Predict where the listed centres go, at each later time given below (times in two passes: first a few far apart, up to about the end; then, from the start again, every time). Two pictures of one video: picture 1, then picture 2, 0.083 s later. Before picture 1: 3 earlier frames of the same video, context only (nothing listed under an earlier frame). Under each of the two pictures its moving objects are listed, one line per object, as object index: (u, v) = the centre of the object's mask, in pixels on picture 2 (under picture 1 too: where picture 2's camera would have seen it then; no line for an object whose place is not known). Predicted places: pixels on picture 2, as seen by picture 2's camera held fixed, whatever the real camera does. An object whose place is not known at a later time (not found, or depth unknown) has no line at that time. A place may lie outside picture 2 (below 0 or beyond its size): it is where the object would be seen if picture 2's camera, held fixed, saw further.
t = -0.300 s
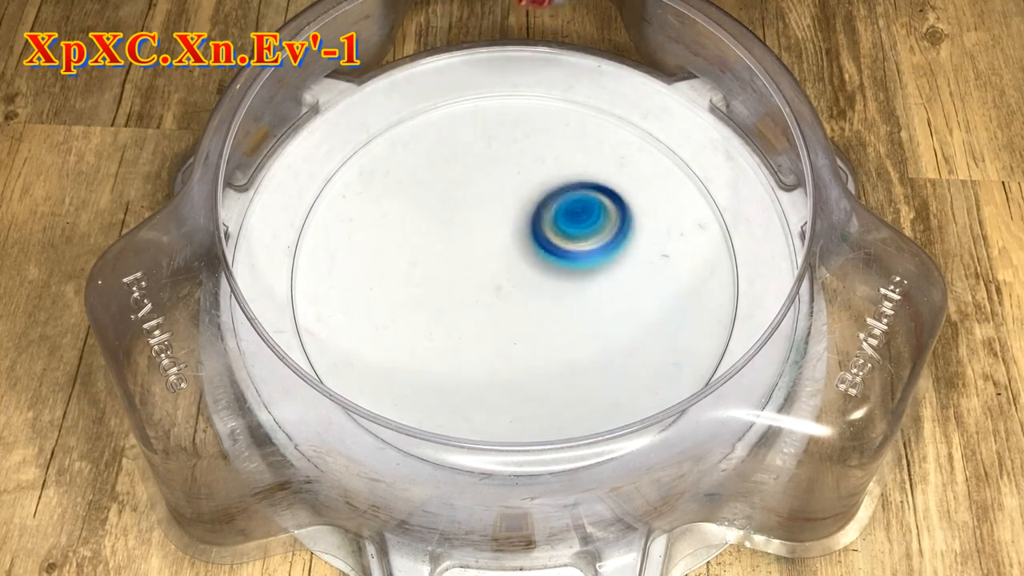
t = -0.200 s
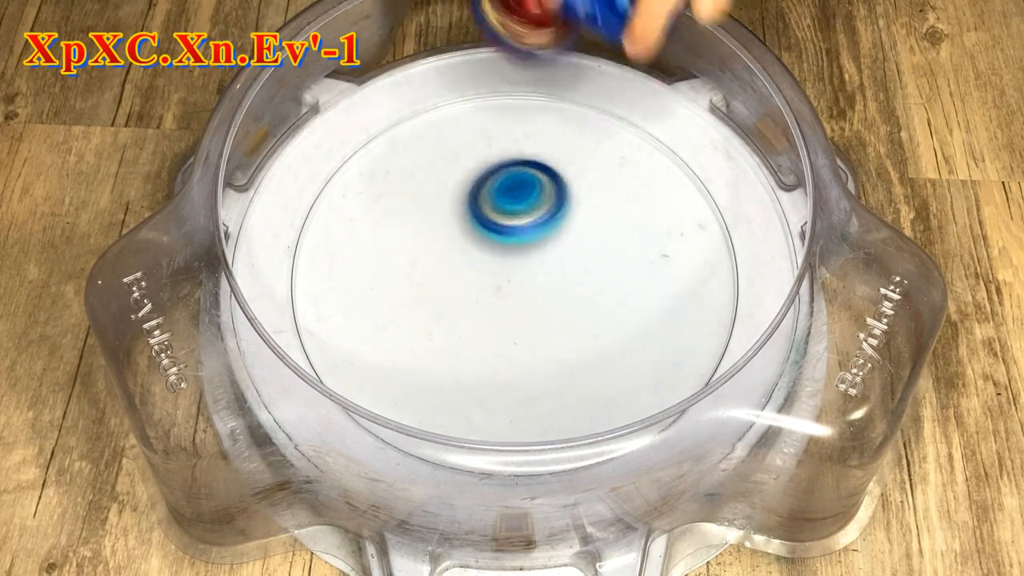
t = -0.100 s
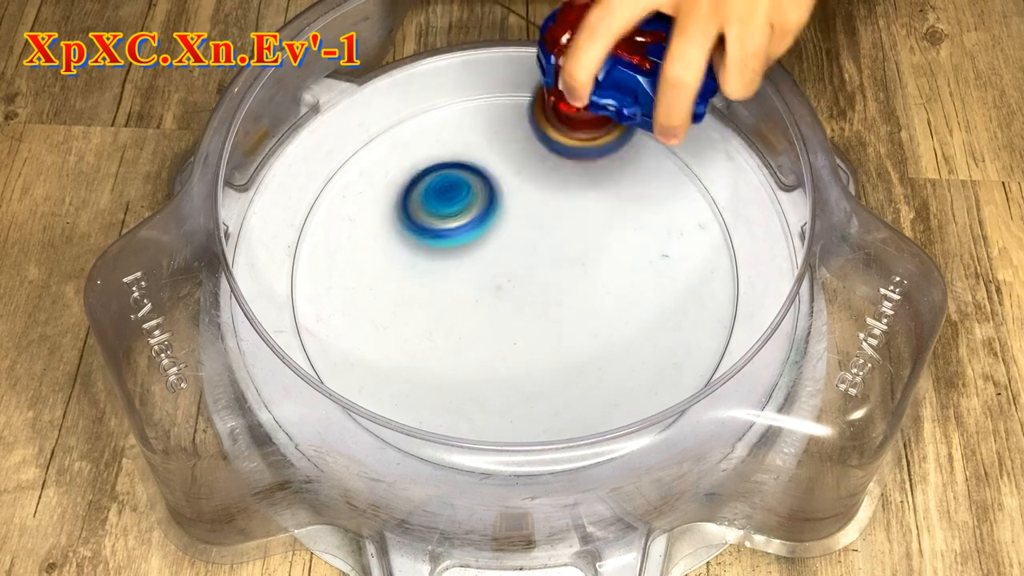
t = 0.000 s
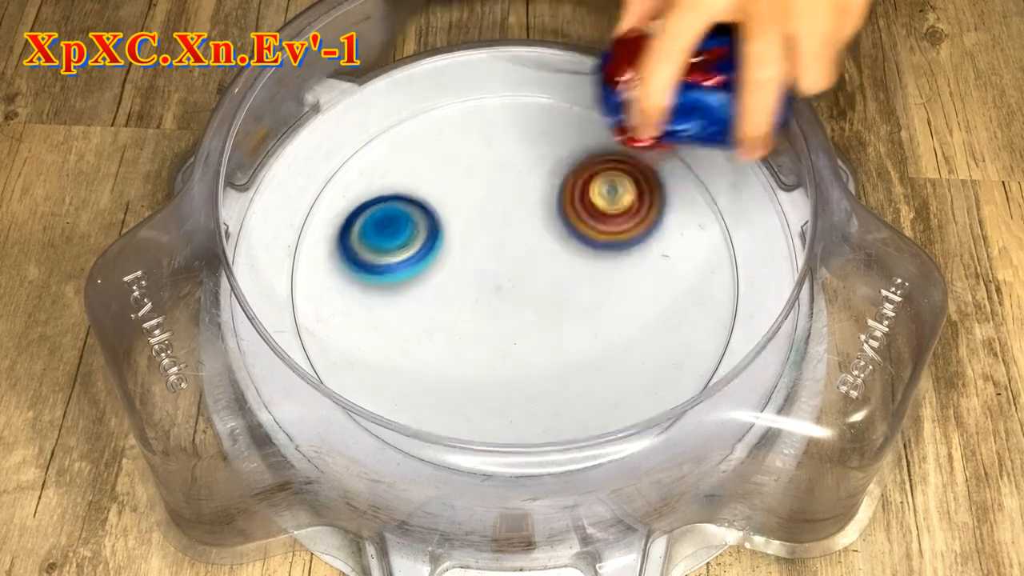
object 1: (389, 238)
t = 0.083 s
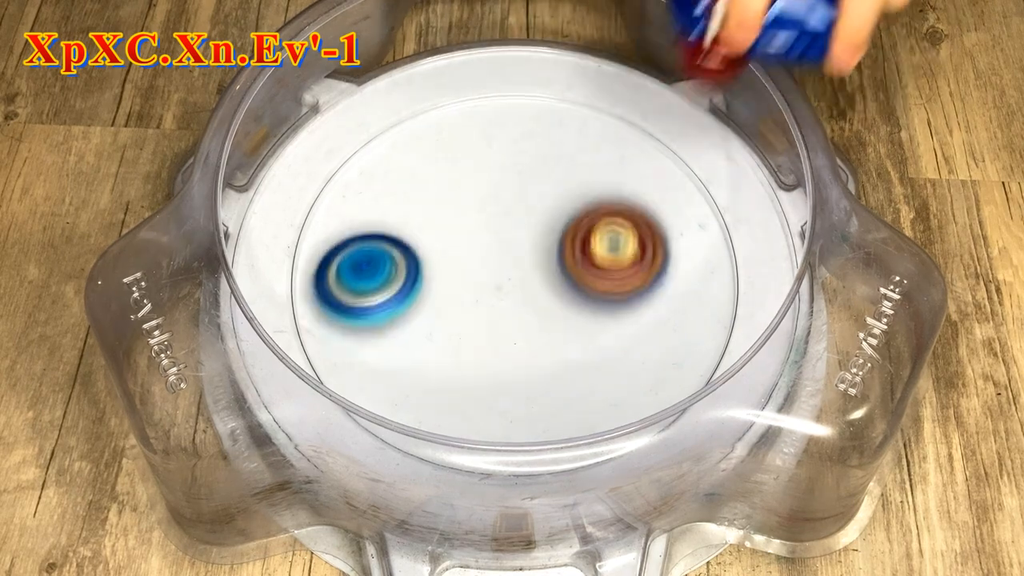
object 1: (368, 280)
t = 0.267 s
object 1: (426, 364)
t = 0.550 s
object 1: (550, 369)
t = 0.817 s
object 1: (537, 225)
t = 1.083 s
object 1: (387, 205)
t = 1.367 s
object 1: (397, 365)
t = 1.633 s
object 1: (779, 231)
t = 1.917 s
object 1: (299, 221)
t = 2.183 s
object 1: (277, 319)
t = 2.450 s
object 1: (512, 138)
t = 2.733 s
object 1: (564, 204)
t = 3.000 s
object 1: (460, 293)
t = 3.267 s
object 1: (457, 289)
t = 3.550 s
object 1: (496, 262)
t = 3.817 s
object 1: (481, 209)
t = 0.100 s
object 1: (368, 286)
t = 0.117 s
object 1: (368, 297)
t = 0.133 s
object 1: (369, 310)
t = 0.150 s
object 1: (373, 315)
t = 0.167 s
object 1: (379, 321)
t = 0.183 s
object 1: (384, 330)
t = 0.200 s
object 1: (391, 341)
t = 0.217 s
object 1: (398, 347)
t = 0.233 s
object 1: (406, 354)
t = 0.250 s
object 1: (415, 360)
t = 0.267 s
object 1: (426, 364)
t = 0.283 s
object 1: (438, 370)
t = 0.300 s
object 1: (450, 374)
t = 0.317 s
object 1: (462, 376)
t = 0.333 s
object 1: (466, 382)
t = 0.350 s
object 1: (469, 386)
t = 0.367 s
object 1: (474, 389)
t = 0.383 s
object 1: (480, 391)
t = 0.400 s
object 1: (486, 393)
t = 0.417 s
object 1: (492, 393)
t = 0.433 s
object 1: (498, 393)
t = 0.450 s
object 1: (505, 392)
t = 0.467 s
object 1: (512, 392)
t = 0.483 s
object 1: (520, 389)
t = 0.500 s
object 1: (527, 385)
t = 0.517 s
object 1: (535, 382)
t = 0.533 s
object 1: (543, 376)
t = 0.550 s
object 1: (550, 369)
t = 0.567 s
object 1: (557, 362)
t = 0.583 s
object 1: (563, 355)
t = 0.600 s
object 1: (569, 346)
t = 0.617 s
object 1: (572, 337)
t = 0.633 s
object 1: (576, 328)
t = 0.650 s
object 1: (577, 317)
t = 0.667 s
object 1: (578, 308)
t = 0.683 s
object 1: (577, 297)
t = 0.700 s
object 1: (574, 287)
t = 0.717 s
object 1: (572, 278)
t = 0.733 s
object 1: (568, 268)
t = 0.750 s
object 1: (564, 258)
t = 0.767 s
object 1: (559, 250)
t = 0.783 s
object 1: (552, 241)
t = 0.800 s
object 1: (545, 232)
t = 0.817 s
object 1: (537, 225)
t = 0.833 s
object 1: (528, 217)
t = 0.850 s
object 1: (519, 212)
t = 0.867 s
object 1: (509, 206)
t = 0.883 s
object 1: (499, 202)
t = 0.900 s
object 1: (488, 196)
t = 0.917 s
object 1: (477, 193)
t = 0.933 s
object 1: (467, 192)
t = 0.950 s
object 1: (457, 187)
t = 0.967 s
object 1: (446, 186)
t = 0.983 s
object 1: (436, 187)
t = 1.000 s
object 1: (427, 188)
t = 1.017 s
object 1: (418, 187)
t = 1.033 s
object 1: (409, 189)
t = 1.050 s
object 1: (402, 194)
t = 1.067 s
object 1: (394, 201)
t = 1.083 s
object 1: (387, 205)
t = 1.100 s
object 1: (381, 210)
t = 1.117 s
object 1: (374, 218)
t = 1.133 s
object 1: (368, 229)
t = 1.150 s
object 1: (364, 235)
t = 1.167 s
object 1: (360, 243)
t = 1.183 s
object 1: (357, 252)
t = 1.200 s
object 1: (355, 261)
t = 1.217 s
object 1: (353, 271)
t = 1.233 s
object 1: (354, 280)
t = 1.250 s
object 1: (354, 292)
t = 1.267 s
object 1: (357, 302)
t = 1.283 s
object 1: (360, 313)
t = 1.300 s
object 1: (366, 324)
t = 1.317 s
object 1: (372, 335)
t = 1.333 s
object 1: (379, 346)
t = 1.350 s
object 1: (388, 356)
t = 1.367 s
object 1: (397, 365)
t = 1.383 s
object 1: (408, 374)
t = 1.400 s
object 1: (422, 380)
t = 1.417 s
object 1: (435, 386)
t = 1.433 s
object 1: (449, 390)
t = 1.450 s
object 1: (465, 393)
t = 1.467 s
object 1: (479, 395)
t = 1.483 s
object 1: (495, 396)
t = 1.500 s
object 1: (511, 395)
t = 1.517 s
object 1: (525, 394)
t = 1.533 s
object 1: (568, 381)
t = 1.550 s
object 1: (616, 359)
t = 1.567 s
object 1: (656, 336)
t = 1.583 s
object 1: (696, 311)
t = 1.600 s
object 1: (731, 285)
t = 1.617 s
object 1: (762, 254)
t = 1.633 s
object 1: (779, 231)
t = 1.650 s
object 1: (743, 214)
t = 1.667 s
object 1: (711, 203)
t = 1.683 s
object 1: (676, 186)
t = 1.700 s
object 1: (640, 170)
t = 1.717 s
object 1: (604, 157)
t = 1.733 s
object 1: (569, 141)
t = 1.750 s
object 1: (536, 127)
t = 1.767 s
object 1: (503, 113)
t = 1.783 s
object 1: (466, 104)
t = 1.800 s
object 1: (429, 99)
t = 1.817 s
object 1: (393, 97)
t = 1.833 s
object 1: (356, 96)
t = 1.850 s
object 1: (333, 104)
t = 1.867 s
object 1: (323, 130)
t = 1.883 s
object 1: (315, 164)
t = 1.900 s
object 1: (306, 191)
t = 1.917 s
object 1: (299, 221)
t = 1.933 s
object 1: (289, 251)
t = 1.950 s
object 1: (230, 258)
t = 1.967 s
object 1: (216, 293)
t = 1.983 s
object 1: (203, 354)
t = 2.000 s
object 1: (200, 409)
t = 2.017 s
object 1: (226, 454)
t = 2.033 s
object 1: (266, 451)
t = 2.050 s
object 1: (251, 448)
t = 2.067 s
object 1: (219, 447)
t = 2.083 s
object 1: (211, 430)
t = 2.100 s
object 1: (217, 408)
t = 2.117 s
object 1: (229, 391)
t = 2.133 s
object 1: (243, 371)
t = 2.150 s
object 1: (254, 355)
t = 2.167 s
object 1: (265, 338)
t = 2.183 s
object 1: (277, 319)
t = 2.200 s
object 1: (291, 303)
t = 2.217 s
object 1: (302, 289)
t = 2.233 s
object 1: (315, 276)
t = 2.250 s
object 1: (331, 260)
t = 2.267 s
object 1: (347, 248)
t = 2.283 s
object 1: (362, 235)
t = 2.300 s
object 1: (378, 223)
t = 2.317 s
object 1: (394, 212)
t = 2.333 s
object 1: (410, 201)
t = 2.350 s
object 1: (426, 190)
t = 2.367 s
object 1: (441, 180)
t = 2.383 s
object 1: (456, 171)
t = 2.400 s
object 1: (470, 163)
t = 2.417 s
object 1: (485, 154)
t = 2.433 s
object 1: (499, 147)
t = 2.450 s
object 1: (512, 138)
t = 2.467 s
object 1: (524, 131)
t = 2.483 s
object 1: (536, 127)
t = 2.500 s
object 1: (547, 121)
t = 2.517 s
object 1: (557, 116)
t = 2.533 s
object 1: (565, 114)
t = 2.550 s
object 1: (571, 115)
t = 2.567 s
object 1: (578, 120)
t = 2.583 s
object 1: (581, 126)
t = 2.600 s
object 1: (584, 132)
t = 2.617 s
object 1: (585, 140)
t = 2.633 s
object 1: (585, 148)
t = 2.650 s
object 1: (584, 157)
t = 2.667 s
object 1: (581, 166)
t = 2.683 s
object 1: (579, 175)
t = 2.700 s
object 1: (574, 184)
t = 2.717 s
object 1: (570, 194)
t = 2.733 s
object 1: (564, 204)
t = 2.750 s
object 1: (559, 214)
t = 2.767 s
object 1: (552, 223)
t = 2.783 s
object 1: (546, 232)
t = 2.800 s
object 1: (538, 239)
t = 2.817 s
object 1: (531, 248)
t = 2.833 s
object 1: (524, 255)
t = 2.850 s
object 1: (516, 262)
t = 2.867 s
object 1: (509, 267)
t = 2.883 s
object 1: (502, 272)
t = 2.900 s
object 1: (494, 277)
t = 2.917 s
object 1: (487, 281)
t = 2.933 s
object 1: (481, 285)
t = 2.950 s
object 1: (476, 288)
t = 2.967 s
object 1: (470, 289)
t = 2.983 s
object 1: (464, 291)
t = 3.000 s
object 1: (460, 293)
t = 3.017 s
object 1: (455, 295)
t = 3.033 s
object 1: (452, 295)
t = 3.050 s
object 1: (449, 296)
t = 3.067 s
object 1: (447, 297)
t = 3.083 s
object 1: (445, 298)
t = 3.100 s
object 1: (444, 298)
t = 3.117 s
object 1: (443, 298)
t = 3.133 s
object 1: (443, 297)
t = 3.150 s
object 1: (443, 297)
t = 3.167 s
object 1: (444, 297)
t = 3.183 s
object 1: (445, 296)
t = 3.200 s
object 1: (447, 294)
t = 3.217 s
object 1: (449, 293)
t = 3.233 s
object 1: (452, 292)
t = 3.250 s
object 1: (454, 290)
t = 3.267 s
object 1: (457, 289)
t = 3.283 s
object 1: (460, 287)
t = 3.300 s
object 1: (463, 284)
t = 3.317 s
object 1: (466, 283)
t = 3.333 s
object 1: (469, 281)
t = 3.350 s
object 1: (472, 279)
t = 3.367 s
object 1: (475, 277)
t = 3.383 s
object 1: (479, 275)
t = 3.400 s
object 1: (481, 274)
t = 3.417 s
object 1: (483, 273)
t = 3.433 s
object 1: (486, 272)
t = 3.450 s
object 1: (488, 271)
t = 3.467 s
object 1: (491, 269)
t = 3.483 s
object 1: (492, 269)
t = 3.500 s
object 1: (493, 268)
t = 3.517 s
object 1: (494, 267)
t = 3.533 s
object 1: (495, 265)
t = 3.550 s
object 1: (496, 262)
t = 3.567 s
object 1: (497, 260)
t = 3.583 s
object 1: (498, 257)
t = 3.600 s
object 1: (498, 254)
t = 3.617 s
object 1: (499, 250)
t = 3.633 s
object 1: (499, 246)
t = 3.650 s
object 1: (499, 242)
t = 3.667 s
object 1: (498, 239)
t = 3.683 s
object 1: (498, 235)
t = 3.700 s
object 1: (497, 230)
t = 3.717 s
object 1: (495, 227)
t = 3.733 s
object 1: (493, 223)
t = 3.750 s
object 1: (492, 220)
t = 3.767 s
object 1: (489, 217)
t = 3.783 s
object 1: (487, 214)
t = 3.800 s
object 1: (484, 211)
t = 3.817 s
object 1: (481, 209)
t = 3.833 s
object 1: (477, 208)
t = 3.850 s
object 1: (474, 206)
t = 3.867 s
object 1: (471, 205)
